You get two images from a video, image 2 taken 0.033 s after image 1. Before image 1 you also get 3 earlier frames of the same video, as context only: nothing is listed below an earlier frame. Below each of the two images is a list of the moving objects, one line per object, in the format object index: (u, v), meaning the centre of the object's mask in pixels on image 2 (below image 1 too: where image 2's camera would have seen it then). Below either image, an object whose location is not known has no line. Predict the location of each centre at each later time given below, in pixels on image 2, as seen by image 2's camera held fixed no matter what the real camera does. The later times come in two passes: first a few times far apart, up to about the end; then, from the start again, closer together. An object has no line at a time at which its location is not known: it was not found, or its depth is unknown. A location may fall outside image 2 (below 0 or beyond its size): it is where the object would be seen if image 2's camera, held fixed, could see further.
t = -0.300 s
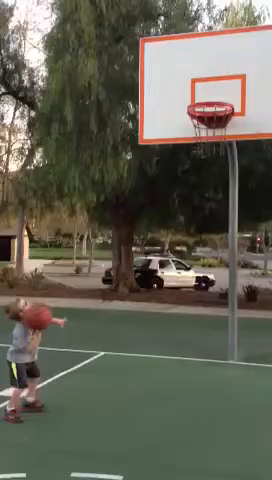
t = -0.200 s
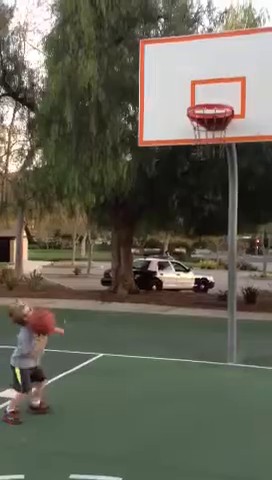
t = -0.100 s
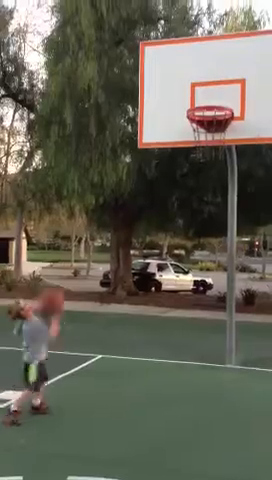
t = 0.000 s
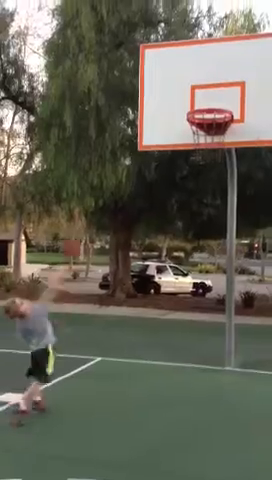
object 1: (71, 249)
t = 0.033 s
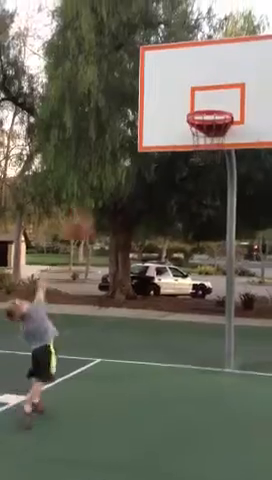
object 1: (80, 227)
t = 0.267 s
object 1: (125, 134)
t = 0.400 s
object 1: (150, 109)
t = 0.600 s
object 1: (182, 103)
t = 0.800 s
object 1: (205, 104)
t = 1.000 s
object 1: (211, 110)
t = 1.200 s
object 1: (217, 142)
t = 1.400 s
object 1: (214, 158)
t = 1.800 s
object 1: (214, 294)
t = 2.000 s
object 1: (207, 396)
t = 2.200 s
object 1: (208, 318)
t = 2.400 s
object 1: (206, 291)
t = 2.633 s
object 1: (204, 297)
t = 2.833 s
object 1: (202, 352)
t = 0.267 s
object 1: (125, 134)
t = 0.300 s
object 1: (131, 127)
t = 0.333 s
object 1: (138, 120)
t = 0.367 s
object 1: (144, 114)
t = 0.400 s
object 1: (150, 109)
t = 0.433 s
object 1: (157, 105)
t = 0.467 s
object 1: (162, 103)
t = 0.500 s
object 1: (167, 101)
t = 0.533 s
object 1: (172, 101)
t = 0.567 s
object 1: (177, 102)
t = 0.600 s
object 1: (182, 103)
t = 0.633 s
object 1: (187, 104)
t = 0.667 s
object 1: (191, 104)
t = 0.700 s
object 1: (195, 104)
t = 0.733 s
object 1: (198, 103)
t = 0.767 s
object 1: (203, 104)
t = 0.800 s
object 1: (205, 104)
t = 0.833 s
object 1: (205, 105)
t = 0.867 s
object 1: (206, 105)
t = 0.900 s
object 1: (207, 105)
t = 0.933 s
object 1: (209, 106)
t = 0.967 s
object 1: (210, 108)
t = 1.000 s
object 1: (211, 110)
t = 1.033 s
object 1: (211, 112)
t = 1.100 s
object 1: (216, 127)
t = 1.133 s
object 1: (216, 135)
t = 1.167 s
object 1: (217, 139)
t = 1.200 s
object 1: (217, 142)
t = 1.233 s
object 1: (216, 143)
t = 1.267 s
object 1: (216, 145)
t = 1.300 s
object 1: (216, 146)
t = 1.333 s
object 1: (217, 151)
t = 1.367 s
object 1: (214, 155)
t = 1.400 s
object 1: (214, 158)
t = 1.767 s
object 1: (215, 273)
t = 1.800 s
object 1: (214, 294)
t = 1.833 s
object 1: (211, 312)
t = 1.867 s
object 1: (209, 333)
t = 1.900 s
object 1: (209, 353)
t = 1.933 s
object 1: (210, 375)
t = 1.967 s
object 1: (209, 400)
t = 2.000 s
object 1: (207, 396)
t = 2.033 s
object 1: (208, 376)
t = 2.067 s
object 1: (208, 363)
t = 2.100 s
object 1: (209, 354)
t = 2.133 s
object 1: (209, 340)
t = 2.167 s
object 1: (209, 331)
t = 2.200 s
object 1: (208, 318)
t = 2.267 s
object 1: (209, 304)
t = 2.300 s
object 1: (206, 300)
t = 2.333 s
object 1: (206, 295)
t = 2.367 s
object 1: (206, 294)
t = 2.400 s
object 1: (206, 291)
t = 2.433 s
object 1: (207, 290)
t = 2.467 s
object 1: (206, 288)
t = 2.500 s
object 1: (206, 289)
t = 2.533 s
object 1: (205, 288)
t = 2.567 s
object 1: (205, 293)
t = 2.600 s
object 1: (204, 294)
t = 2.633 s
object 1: (204, 297)
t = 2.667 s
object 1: (204, 306)
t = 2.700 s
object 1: (205, 311)
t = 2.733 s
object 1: (202, 319)
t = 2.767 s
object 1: (203, 332)
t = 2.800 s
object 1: (202, 341)
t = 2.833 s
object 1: (202, 352)
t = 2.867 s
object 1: (201, 362)
